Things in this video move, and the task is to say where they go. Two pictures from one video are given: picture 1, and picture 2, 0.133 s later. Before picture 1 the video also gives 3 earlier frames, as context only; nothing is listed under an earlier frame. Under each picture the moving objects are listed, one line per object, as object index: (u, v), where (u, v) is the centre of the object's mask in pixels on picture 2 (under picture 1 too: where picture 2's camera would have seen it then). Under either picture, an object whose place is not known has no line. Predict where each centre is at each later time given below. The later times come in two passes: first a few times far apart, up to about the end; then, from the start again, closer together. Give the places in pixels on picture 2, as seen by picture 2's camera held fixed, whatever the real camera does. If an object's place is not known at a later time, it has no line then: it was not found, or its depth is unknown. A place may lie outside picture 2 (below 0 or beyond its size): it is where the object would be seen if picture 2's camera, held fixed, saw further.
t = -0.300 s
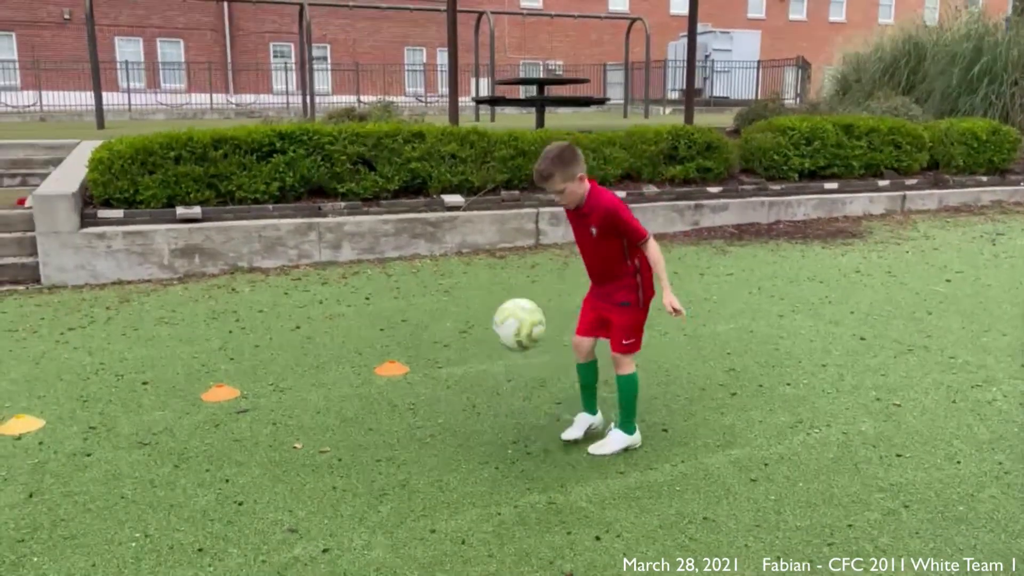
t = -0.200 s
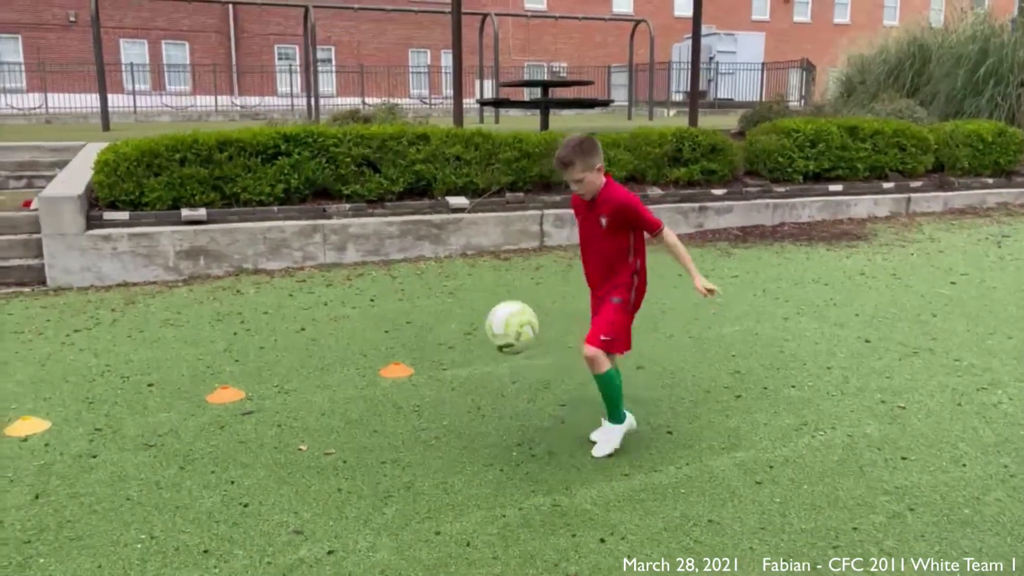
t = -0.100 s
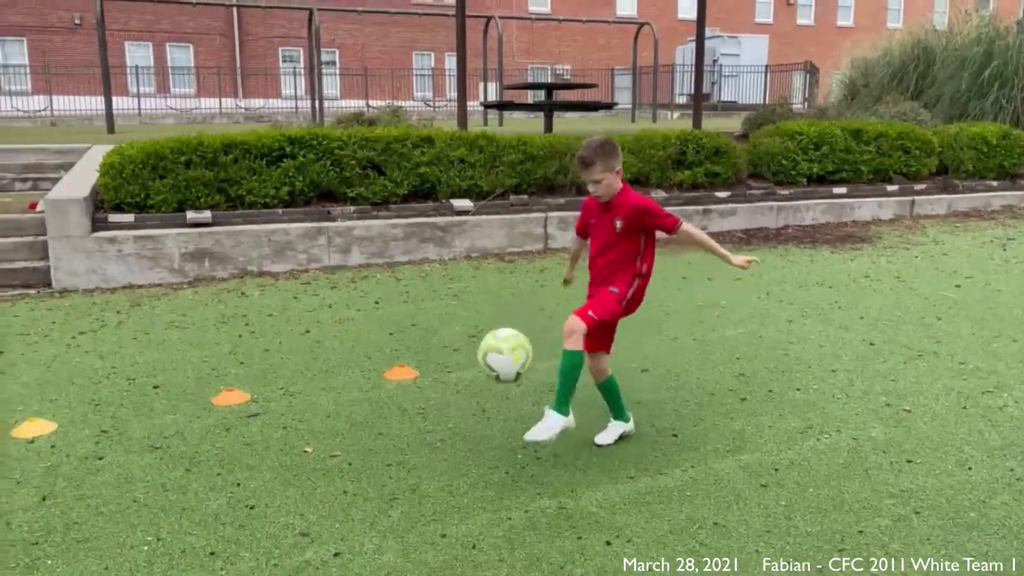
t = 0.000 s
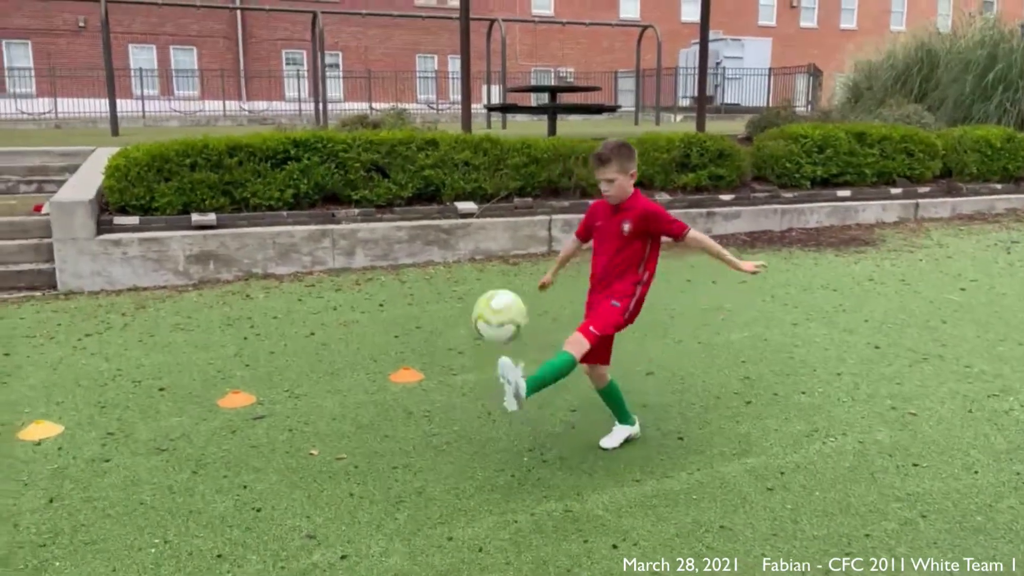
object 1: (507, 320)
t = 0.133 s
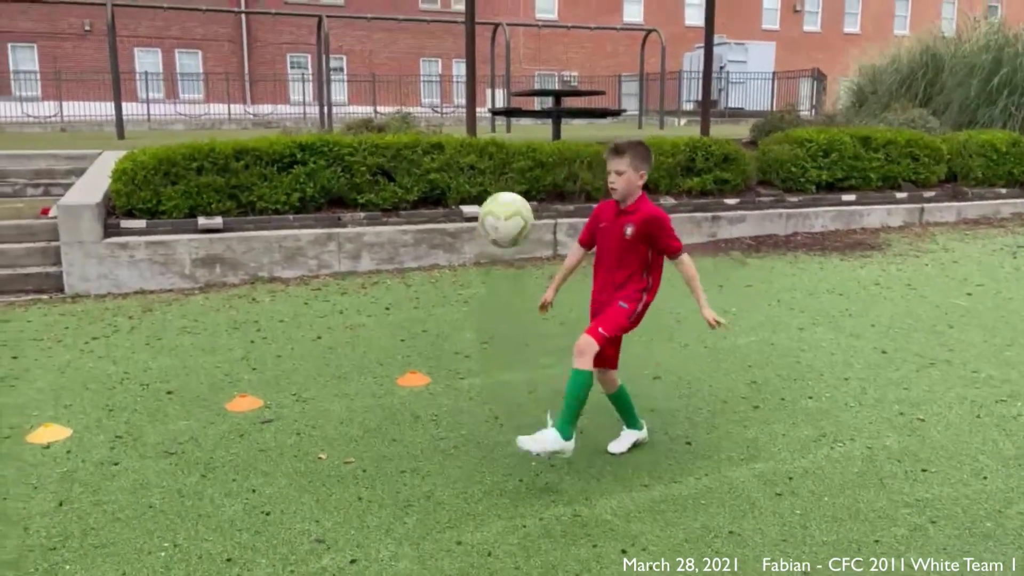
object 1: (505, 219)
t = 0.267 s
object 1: (507, 166)
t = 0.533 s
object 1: (504, 198)
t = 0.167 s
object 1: (505, 201)
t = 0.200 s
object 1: (506, 186)
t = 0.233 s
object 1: (507, 175)
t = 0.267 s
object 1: (507, 166)
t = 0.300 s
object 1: (507, 162)
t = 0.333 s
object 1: (507, 158)
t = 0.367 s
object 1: (507, 157)
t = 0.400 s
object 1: (507, 161)
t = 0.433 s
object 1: (507, 166)
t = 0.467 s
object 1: (507, 174)
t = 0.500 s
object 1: (507, 184)
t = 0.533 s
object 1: (504, 198)
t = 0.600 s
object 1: (504, 233)
